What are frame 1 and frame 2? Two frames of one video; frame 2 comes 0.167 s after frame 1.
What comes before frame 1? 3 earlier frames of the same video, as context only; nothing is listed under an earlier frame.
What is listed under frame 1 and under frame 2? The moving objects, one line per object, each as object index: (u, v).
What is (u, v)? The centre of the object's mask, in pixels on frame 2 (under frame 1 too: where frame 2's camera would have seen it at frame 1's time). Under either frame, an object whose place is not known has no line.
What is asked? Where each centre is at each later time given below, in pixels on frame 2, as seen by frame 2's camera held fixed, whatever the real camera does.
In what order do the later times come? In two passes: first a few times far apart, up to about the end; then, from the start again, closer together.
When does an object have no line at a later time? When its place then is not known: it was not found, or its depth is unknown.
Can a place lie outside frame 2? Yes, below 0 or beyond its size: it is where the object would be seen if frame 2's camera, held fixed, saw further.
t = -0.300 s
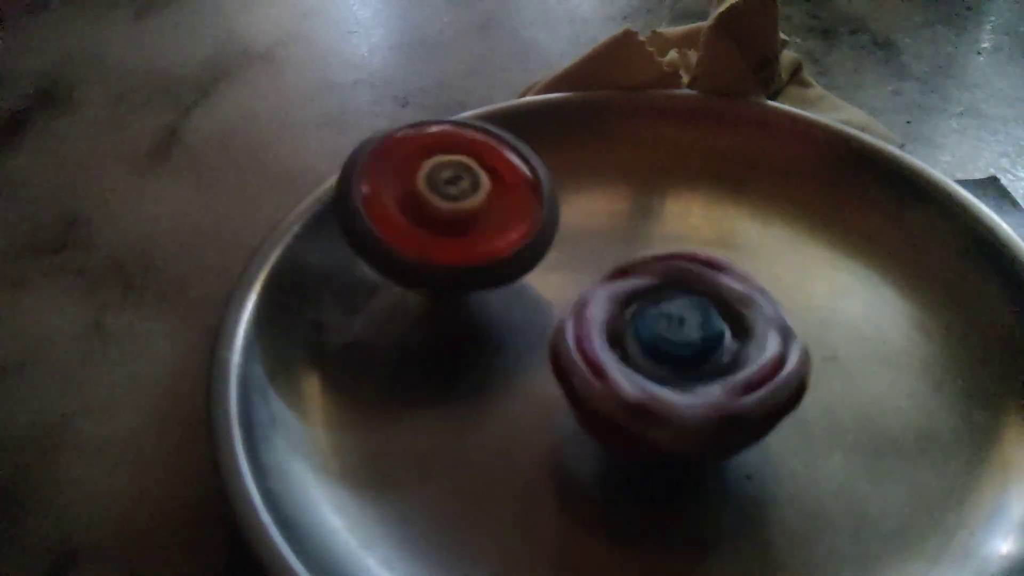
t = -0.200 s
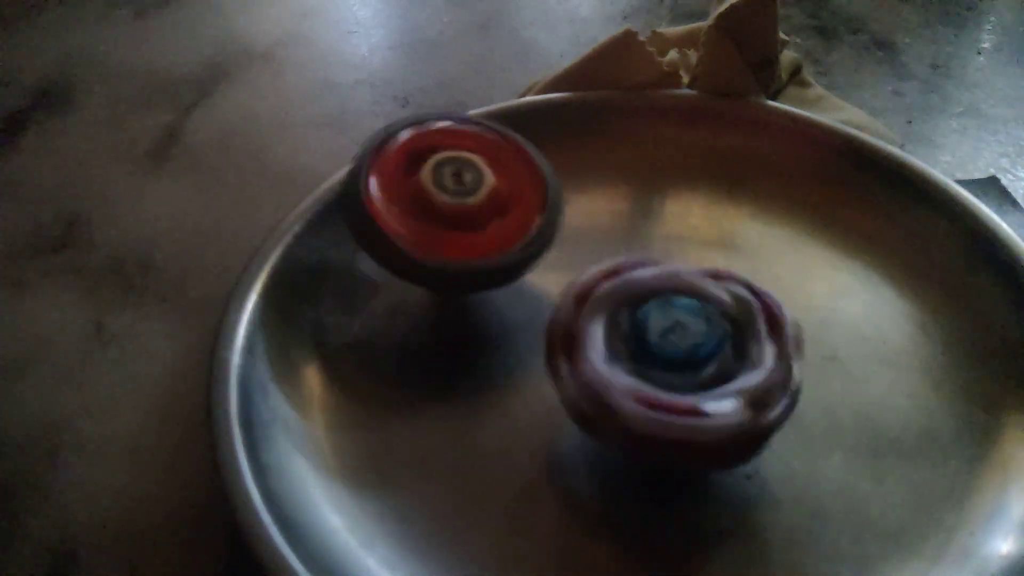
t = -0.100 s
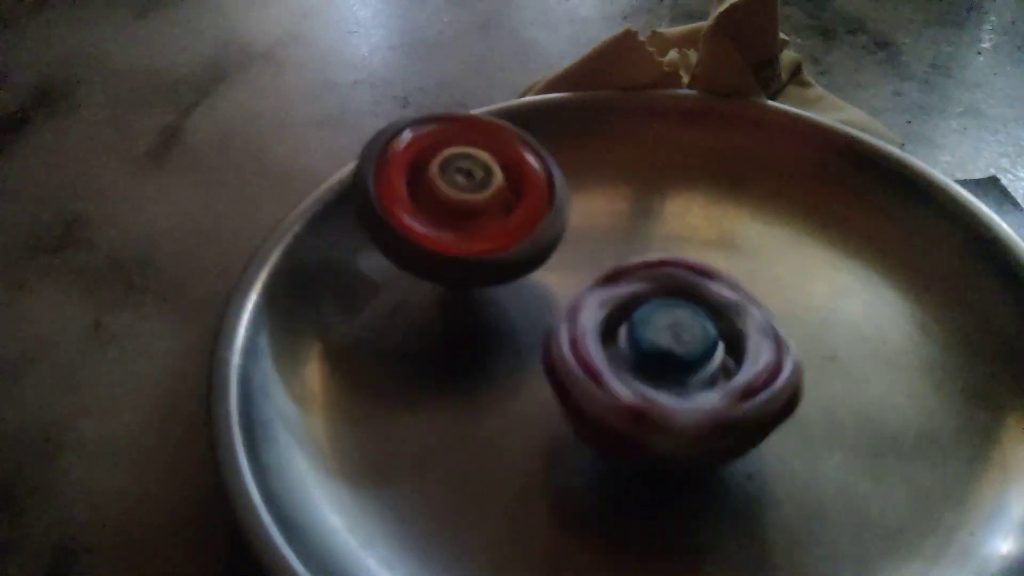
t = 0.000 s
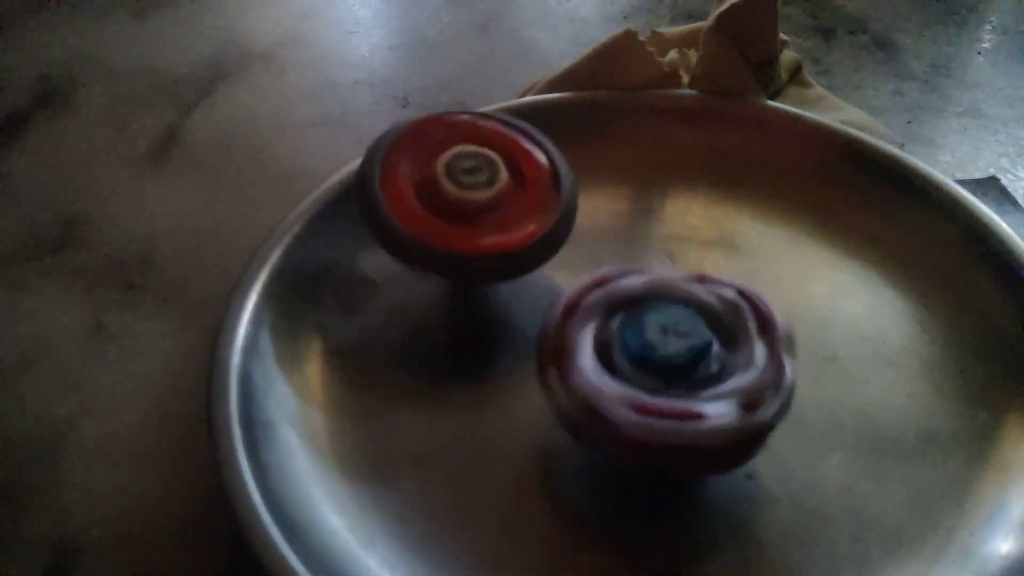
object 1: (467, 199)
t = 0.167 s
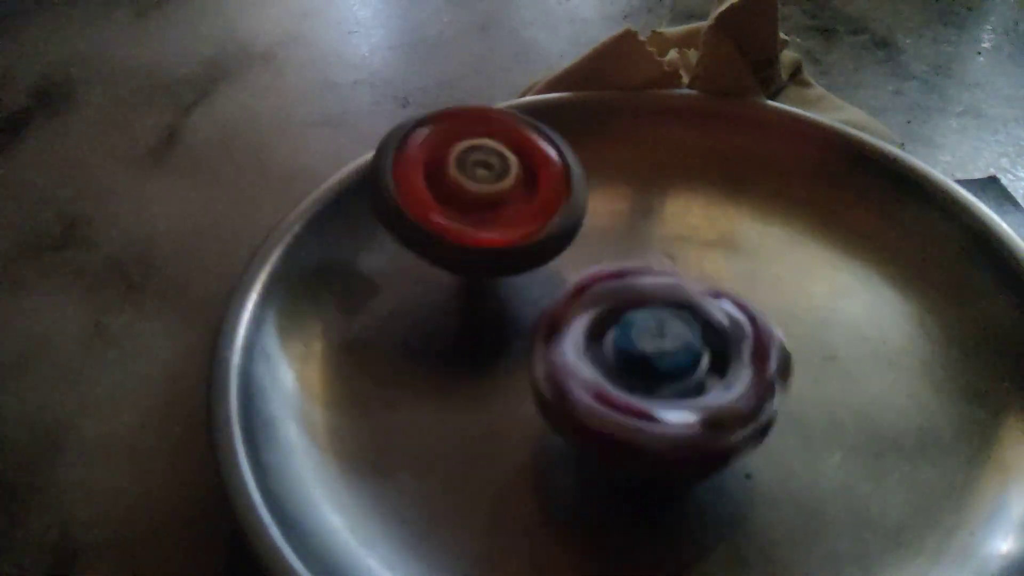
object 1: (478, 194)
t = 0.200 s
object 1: (479, 192)
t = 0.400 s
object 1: (493, 187)
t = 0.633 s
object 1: (509, 185)
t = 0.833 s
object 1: (525, 175)
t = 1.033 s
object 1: (541, 171)
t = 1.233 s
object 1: (552, 168)
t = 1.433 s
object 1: (570, 163)
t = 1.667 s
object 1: (584, 158)
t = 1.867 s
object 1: (599, 155)
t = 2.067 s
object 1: (613, 152)
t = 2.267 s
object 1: (629, 151)
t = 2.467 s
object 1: (645, 152)
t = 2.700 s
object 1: (662, 151)
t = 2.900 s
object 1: (677, 153)
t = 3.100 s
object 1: (693, 155)
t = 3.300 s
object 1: (708, 159)
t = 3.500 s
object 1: (722, 164)
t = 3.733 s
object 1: (740, 170)
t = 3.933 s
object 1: (755, 171)
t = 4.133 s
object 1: (768, 176)
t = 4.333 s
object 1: (786, 181)
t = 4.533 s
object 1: (804, 186)
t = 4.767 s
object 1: (821, 194)
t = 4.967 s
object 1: (833, 199)
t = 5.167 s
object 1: (846, 209)
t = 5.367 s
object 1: (859, 215)
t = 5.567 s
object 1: (870, 222)
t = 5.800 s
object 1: (884, 226)
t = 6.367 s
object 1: (889, 287)
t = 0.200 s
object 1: (479, 192)
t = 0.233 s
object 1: (482, 195)
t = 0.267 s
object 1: (484, 191)
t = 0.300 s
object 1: (487, 190)
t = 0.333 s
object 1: (487, 189)
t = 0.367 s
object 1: (490, 188)
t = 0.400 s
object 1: (493, 187)
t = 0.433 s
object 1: (496, 187)
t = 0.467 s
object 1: (498, 186)
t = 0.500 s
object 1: (501, 185)
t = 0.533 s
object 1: (503, 188)
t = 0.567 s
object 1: (506, 184)
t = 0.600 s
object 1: (509, 187)
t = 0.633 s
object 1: (509, 185)
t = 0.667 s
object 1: (512, 185)
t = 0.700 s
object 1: (515, 184)
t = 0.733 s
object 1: (519, 180)
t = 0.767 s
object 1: (520, 177)
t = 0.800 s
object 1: (522, 176)
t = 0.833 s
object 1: (525, 175)
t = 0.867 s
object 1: (530, 175)
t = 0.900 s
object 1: (530, 174)
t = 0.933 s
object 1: (532, 173)
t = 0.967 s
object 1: (534, 174)
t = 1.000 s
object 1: (538, 172)
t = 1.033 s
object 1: (541, 171)
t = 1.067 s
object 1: (543, 170)
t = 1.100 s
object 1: (545, 171)
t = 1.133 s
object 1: (548, 171)
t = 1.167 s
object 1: (550, 169)
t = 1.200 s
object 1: (550, 168)
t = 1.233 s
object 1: (552, 168)
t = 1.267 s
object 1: (556, 167)
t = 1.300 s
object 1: (559, 166)
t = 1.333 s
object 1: (560, 165)
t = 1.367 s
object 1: (563, 164)
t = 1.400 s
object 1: (566, 165)
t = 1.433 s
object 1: (570, 163)
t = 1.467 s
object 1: (571, 162)
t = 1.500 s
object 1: (572, 161)
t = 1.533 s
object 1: (574, 160)
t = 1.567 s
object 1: (577, 160)
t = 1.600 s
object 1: (581, 160)
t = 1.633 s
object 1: (582, 159)
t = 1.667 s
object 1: (584, 158)
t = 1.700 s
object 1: (587, 158)
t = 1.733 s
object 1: (591, 157)
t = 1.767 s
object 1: (590, 157)
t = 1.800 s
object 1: (593, 156)
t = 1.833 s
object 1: (596, 156)
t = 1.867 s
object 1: (599, 155)
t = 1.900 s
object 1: (602, 154)
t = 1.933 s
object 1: (604, 155)
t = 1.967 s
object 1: (606, 154)
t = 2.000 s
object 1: (609, 153)
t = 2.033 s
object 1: (611, 153)
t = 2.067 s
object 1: (613, 152)
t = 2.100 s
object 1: (615, 152)
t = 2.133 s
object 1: (619, 152)
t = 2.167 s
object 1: (622, 151)
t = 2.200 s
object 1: (624, 152)
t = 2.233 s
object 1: (627, 151)
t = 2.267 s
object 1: (629, 151)
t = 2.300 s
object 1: (633, 151)
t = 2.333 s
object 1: (634, 152)
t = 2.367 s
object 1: (636, 152)
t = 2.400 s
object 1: (639, 150)
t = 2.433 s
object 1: (643, 149)
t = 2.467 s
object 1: (645, 152)
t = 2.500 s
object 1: (647, 152)
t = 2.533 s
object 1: (649, 151)
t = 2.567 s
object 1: (653, 151)
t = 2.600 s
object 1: (655, 151)
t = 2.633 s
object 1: (657, 151)
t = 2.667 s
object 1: (659, 150)
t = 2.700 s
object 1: (662, 151)
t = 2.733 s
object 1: (665, 152)
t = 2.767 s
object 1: (668, 152)
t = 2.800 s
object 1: (670, 151)
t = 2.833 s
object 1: (673, 152)
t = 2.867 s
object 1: (676, 152)
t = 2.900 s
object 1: (677, 153)
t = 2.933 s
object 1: (679, 153)
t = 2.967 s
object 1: (682, 152)
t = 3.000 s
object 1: (685, 153)
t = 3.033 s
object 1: (688, 154)
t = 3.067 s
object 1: (691, 155)
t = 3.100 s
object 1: (693, 155)
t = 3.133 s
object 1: (695, 155)
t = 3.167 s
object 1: (699, 156)
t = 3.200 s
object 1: (700, 157)
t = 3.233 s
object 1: (702, 156)
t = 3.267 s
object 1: (704, 157)
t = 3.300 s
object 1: (708, 159)
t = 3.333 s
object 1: (710, 160)
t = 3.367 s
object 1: (712, 159)
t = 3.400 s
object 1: (715, 163)
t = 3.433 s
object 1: (718, 164)
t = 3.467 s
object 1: (720, 163)
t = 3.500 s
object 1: (722, 164)
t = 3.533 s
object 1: (724, 163)
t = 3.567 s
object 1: (727, 167)
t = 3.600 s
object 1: (731, 168)
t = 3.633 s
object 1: (734, 165)
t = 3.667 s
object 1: (735, 165)
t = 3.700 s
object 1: (737, 168)
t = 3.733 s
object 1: (740, 170)
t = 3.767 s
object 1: (742, 170)
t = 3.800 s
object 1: (745, 168)
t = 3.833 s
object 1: (749, 167)
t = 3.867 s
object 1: (751, 169)
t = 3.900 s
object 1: (752, 172)
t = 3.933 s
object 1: (755, 171)
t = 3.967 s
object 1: (759, 171)
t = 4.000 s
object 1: (761, 172)
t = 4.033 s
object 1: (762, 174)
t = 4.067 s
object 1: (764, 174)
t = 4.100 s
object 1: (767, 174)
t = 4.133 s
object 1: (768, 176)
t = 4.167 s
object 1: (772, 177)
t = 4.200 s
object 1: (775, 176)
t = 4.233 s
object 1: (778, 177)
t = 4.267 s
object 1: (781, 179)
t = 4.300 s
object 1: (784, 181)
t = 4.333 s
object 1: (786, 181)
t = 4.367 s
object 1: (790, 182)
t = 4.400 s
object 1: (793, 183)
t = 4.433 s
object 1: (796, 184)
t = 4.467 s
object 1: (798, 186)
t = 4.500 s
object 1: (801, 186)
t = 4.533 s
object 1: (804, 186)
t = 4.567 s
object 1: (806, 188)
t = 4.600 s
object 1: (808, 190)
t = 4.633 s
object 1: (810, 190)
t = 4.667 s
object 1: (813, 190)
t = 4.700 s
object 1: (815, 192)
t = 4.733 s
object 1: (818, 193)
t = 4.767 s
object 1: (821, 194)
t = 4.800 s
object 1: (823, 195)
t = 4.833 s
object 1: (826, 196)
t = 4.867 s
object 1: (827, 198)
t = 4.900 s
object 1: (828, 199)
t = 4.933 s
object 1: (831, 200)
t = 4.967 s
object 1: (833, 199)
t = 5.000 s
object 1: (835, 201)
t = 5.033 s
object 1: (838, 203)
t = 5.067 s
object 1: (840, 204)
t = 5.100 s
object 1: (842, 205)
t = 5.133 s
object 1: (845, 207)
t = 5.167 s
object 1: (846, 209)
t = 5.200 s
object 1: (847, 209)
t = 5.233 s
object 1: (850, 210)
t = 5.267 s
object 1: (852, 212)
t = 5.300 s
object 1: (856, 212)
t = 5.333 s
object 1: (856, 214)
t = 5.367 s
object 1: (859, 215)
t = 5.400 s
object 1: (861, 217)
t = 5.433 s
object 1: (864, 218)
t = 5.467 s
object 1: (864, 221)
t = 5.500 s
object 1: (865, 221)
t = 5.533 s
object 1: (867, 221)
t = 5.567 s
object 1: (870, 222)
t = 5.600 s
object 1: (873, 224)
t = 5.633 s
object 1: (871, 231)
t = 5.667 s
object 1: (873, 231)
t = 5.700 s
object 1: (878, 231)
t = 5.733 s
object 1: (878, 234)
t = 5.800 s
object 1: (884, 226)
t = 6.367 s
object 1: (889, 287)
